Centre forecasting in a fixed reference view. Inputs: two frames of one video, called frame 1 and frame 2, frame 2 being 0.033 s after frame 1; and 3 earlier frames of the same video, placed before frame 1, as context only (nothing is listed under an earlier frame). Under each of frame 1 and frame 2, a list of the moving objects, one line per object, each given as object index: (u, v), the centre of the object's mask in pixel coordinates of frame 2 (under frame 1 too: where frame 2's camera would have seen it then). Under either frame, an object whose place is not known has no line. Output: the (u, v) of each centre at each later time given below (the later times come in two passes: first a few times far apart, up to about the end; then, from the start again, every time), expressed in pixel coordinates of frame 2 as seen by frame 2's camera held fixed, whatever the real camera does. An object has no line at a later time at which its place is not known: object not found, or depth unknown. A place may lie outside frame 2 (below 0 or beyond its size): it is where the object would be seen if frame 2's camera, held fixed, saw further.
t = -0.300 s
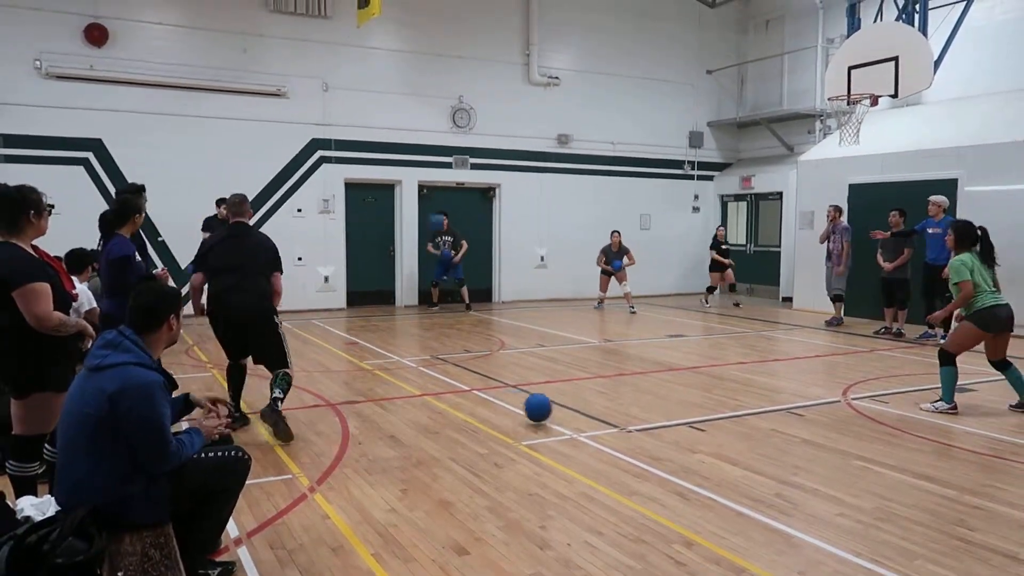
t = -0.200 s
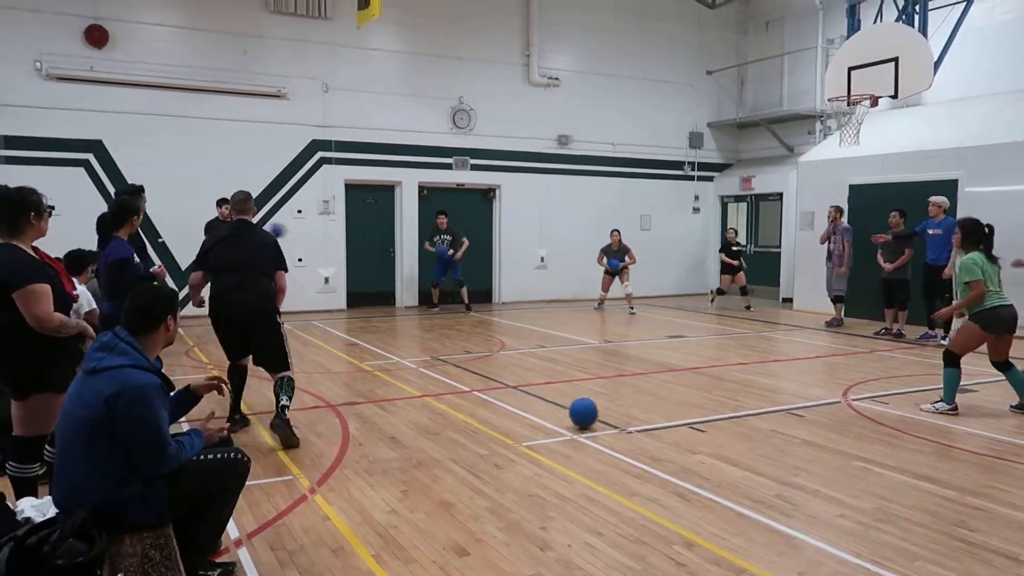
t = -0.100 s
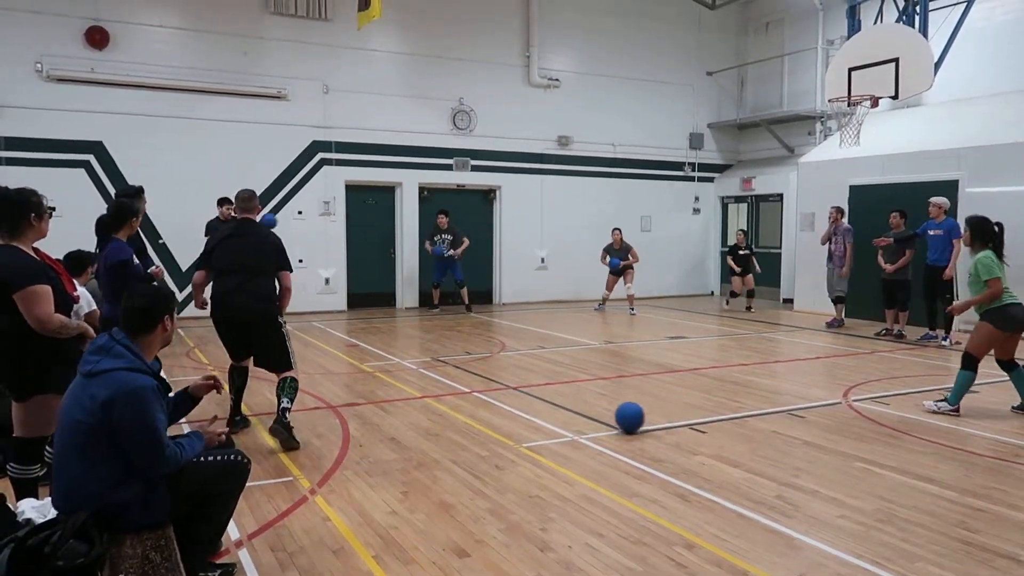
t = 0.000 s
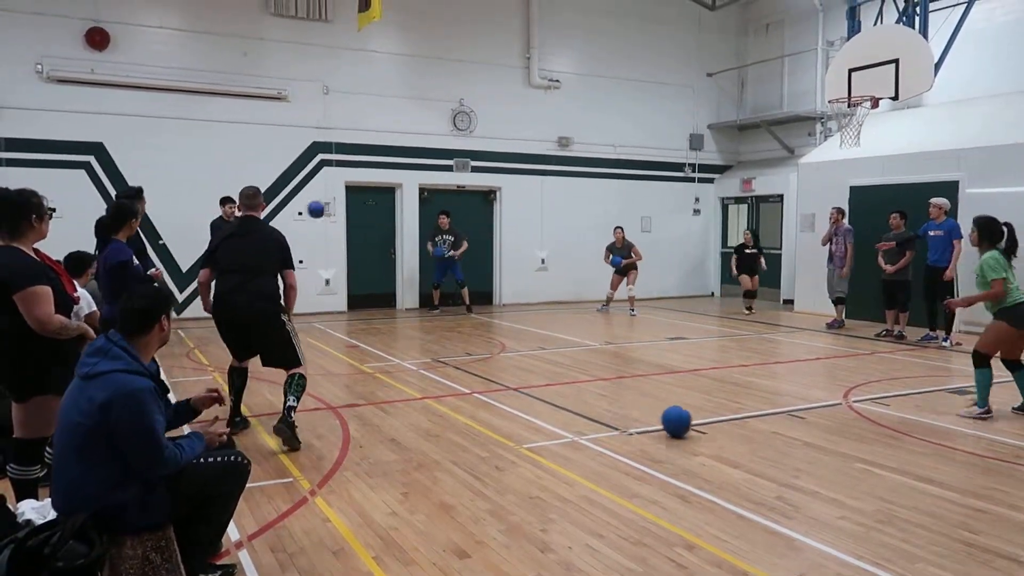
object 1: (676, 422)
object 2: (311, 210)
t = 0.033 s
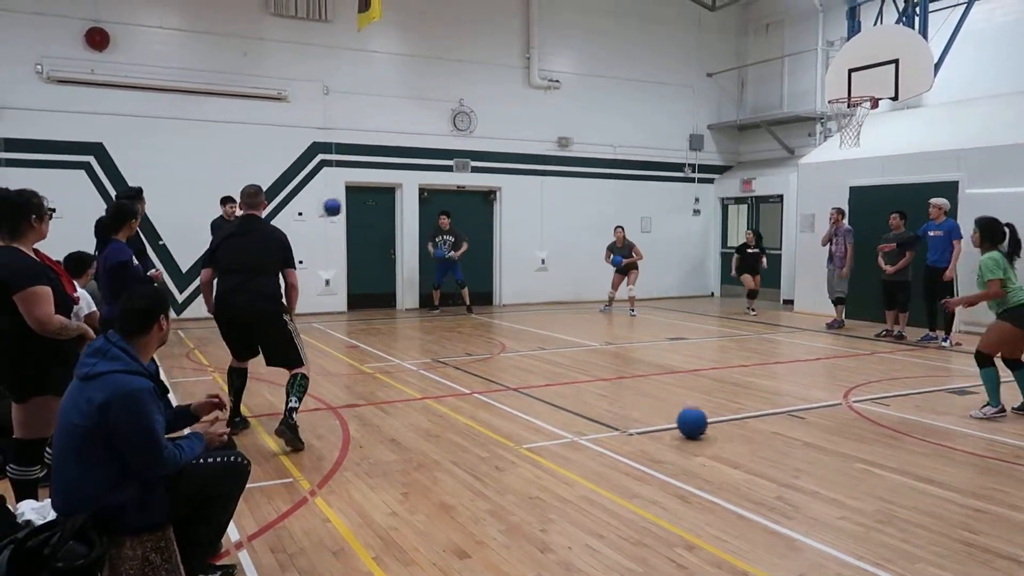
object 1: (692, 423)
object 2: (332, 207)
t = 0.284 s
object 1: (810, 431)
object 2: (477, 223)
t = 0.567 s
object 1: (948, 440)
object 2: (696, 350)
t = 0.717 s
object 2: (800, 374)
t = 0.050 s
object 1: (700, 424)
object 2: (340, 206)
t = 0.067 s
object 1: (707, 424)
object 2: (349, 205)
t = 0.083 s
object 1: (715, 425)
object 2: (358, 204)
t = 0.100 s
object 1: (723, 425)
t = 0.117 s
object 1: (731, 426)
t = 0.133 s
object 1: (739, 426)
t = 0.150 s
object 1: (747, 427)
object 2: (395, 206)
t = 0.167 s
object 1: (755, 427)
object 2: (405, 208)
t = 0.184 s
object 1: (762, 428)
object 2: (414, 209)
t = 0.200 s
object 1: (771, 428)
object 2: (425, 209)
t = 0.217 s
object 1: (778, 428)
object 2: (434, 210)
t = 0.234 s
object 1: (786, 429)
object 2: (446, 213)
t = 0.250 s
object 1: (794, 430)
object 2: (456, 216)
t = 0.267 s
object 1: (802, 430)
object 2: (467, 219)
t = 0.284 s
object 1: (810, 431)
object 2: (477, 223)
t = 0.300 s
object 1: (818, 431)
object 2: (489, 228)
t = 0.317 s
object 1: (826, 431)
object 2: (501, 233)
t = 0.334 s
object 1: (834, 432)
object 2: (512, 238)
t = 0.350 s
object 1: (842, 433)
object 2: (524, 243)
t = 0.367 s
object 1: (850, 433)
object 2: (535, 248)
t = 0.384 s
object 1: (858, 434)
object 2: (548, 254)
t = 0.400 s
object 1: (866, 434)
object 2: (560, 260)
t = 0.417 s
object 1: (874, 435)
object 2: (573, 267)
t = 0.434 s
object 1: (883, 435)
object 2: (585, 274)
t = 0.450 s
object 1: (891, 435)
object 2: (598, 282)
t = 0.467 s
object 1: (899, 436)
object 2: (610, 290)
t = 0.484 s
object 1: (907, 437)
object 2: (624, 299)
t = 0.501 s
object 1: (915, 437)
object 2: (639, 309)
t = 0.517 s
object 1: (923, 438)
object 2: (652, 318)
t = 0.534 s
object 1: (931, 439)
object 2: (667, 328)
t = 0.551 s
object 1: (940, 439)
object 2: (681, 339)
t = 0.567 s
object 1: (948, 440)
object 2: (696, 350)
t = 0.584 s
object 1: (956, 440)
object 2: (711, 362)
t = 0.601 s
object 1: (965, 441)
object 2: (726, 374)
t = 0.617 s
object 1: (973, 441)
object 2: (742, 387)
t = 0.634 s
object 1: (982, 442)
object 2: (757, 400)
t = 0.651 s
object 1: (990, 443)
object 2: (766, 398)
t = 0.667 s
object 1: (998, 443)
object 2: (774, 391)
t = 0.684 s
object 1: (1007, 444)
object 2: (783, 384)
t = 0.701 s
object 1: (1014, 444)
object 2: (792, 378)
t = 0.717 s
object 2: (800, 374)
